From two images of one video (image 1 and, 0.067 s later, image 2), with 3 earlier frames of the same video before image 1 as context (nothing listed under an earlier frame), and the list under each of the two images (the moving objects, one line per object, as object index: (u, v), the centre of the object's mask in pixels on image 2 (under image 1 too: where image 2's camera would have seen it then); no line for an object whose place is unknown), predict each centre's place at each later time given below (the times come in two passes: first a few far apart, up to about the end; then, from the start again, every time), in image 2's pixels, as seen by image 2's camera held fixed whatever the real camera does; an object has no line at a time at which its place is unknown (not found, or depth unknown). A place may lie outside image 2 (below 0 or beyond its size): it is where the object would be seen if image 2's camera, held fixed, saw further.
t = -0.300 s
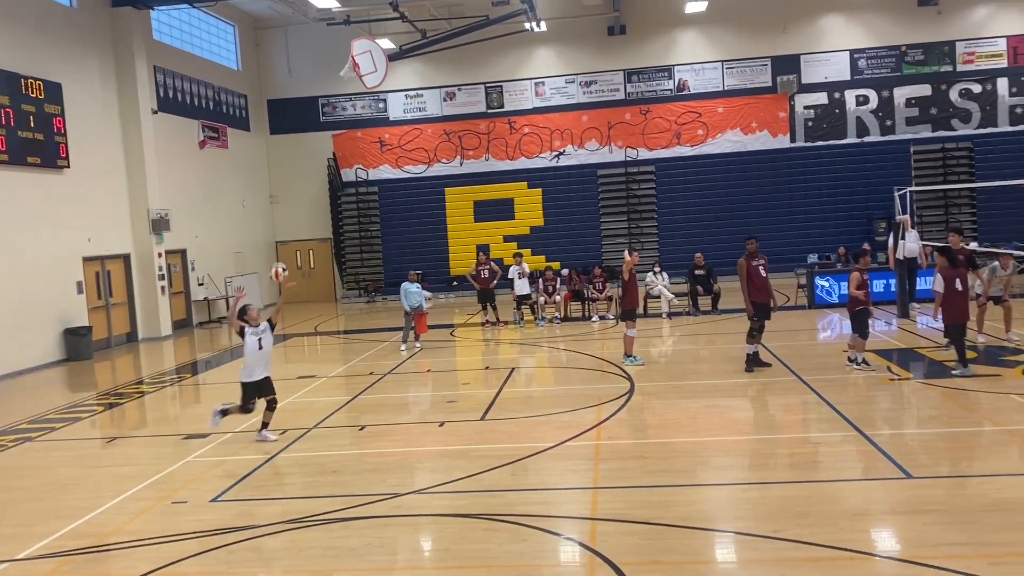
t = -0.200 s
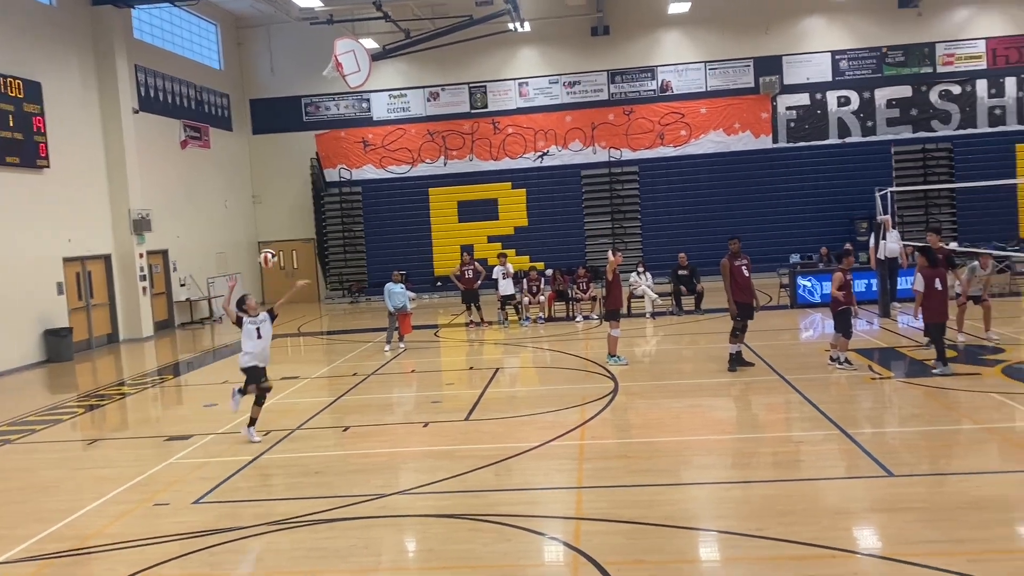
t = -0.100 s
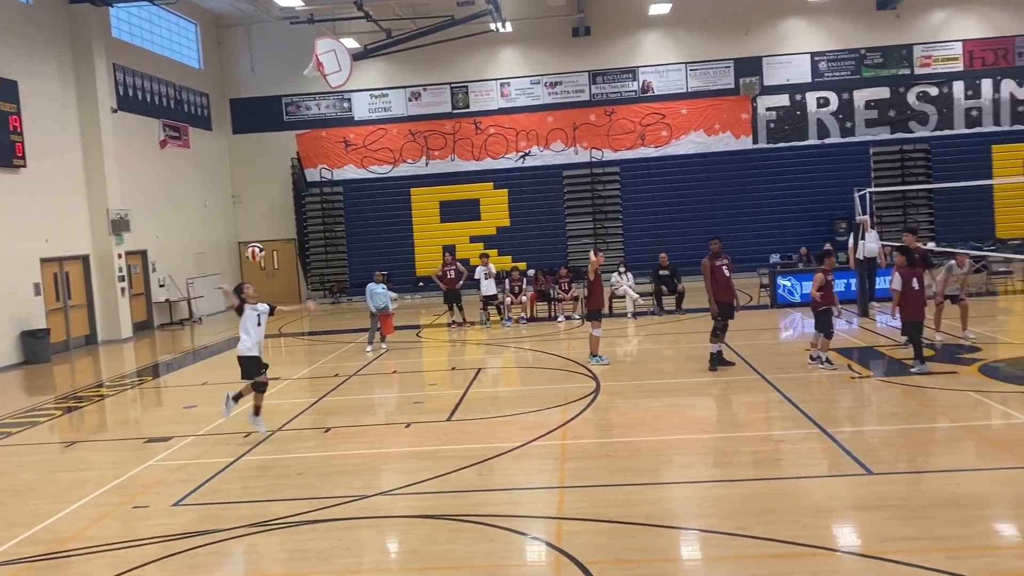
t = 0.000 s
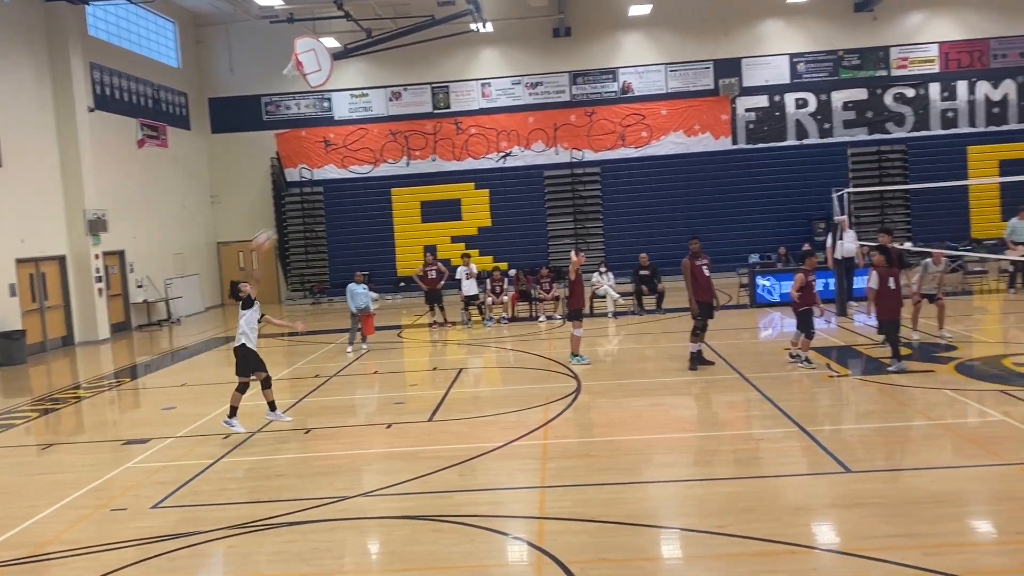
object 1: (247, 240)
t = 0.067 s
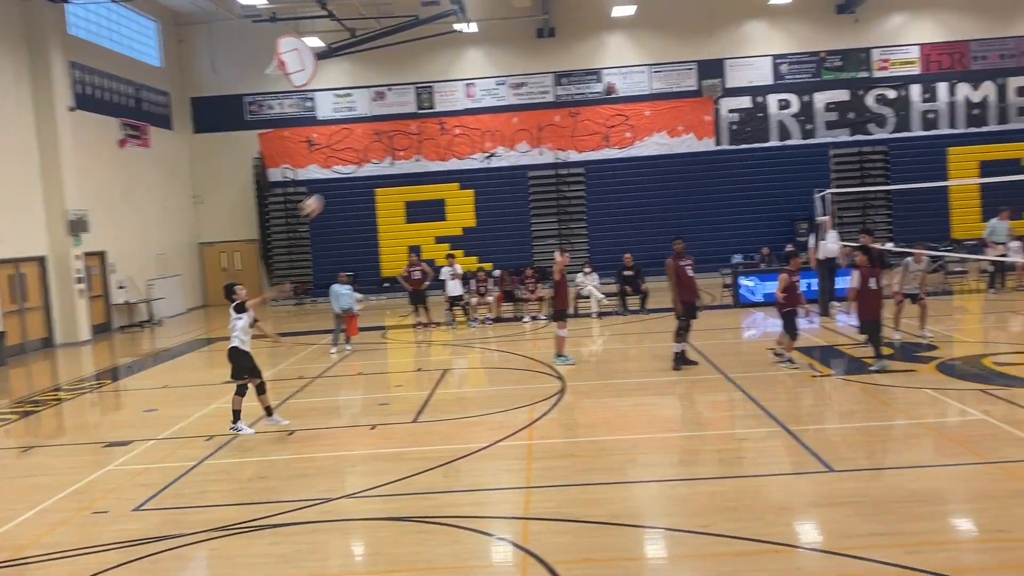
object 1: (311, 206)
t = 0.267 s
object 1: (512, 124)
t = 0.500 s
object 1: (763, 74)
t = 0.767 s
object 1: (1058, 77)
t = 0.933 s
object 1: (1247, 117)
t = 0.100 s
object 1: (345, 191)
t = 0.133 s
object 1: (377, 177)
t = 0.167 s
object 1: (412, 162)
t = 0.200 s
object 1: (445, 146)
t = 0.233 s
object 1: (478, 135)
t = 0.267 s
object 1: (512, 124)
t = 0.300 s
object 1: (548, 114)
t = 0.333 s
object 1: (583, 105)
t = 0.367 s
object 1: (618, 97)
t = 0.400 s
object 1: (654, 92)
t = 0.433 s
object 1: (693, 85)
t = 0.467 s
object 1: (727, 78)
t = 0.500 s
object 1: (763, 74)
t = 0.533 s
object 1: (800, 70)
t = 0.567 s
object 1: (836, 66)
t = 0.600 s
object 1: (873, 65)
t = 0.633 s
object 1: (910, 66)
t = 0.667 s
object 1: (947, 66)
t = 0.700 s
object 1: (984, 69)
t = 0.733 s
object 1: (1021, 72)
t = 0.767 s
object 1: (1058, 77)
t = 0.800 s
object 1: (1096, 83)
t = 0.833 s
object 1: (1133, 90)
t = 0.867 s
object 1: (1171, 97)
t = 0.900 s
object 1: (1208, 106)
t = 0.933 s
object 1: (1247, 117)
